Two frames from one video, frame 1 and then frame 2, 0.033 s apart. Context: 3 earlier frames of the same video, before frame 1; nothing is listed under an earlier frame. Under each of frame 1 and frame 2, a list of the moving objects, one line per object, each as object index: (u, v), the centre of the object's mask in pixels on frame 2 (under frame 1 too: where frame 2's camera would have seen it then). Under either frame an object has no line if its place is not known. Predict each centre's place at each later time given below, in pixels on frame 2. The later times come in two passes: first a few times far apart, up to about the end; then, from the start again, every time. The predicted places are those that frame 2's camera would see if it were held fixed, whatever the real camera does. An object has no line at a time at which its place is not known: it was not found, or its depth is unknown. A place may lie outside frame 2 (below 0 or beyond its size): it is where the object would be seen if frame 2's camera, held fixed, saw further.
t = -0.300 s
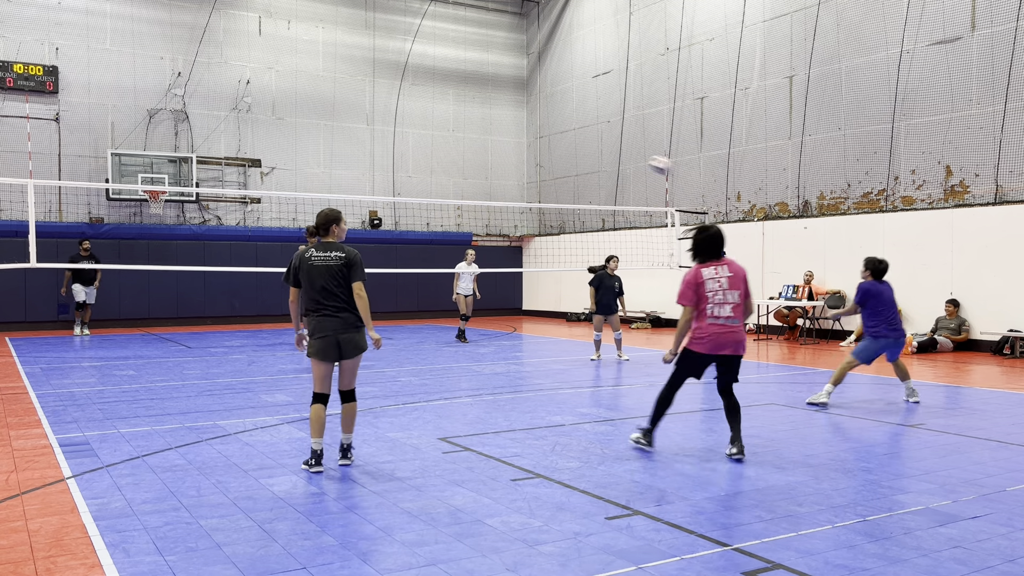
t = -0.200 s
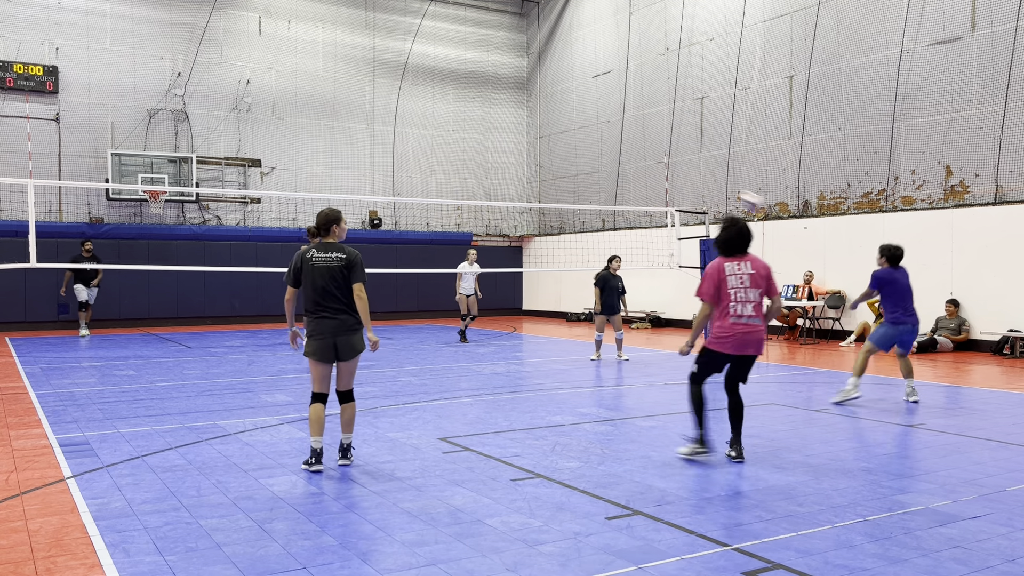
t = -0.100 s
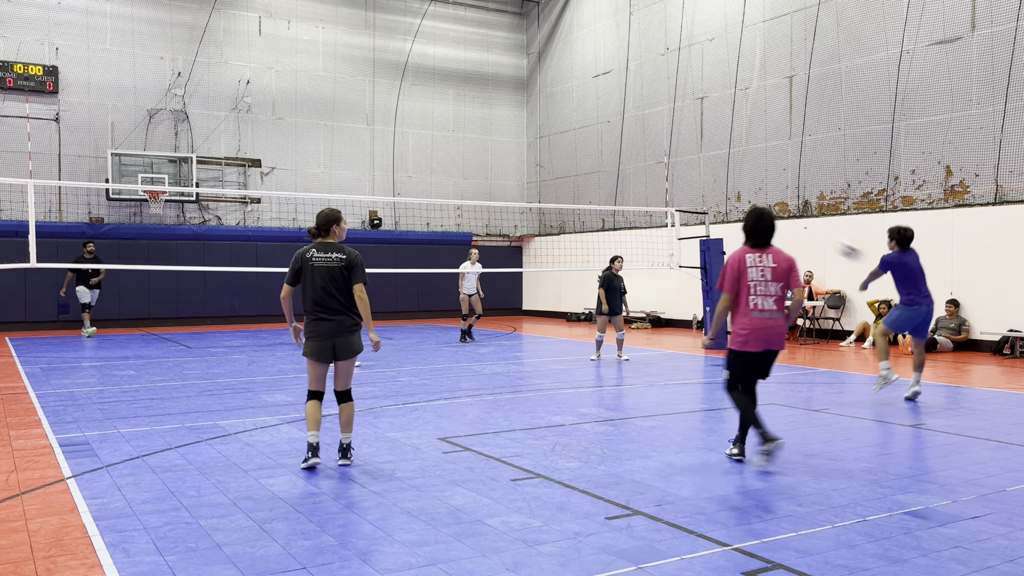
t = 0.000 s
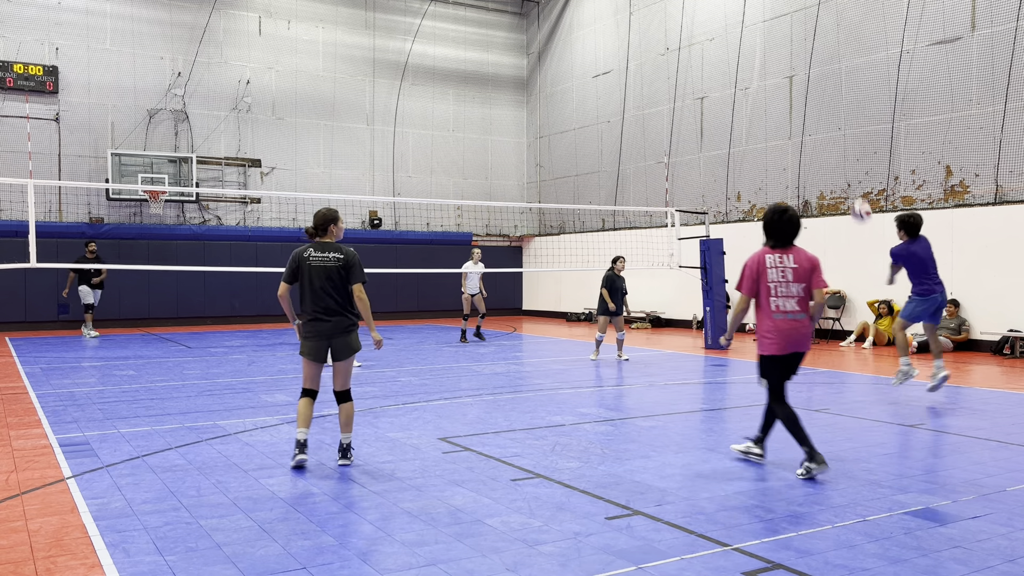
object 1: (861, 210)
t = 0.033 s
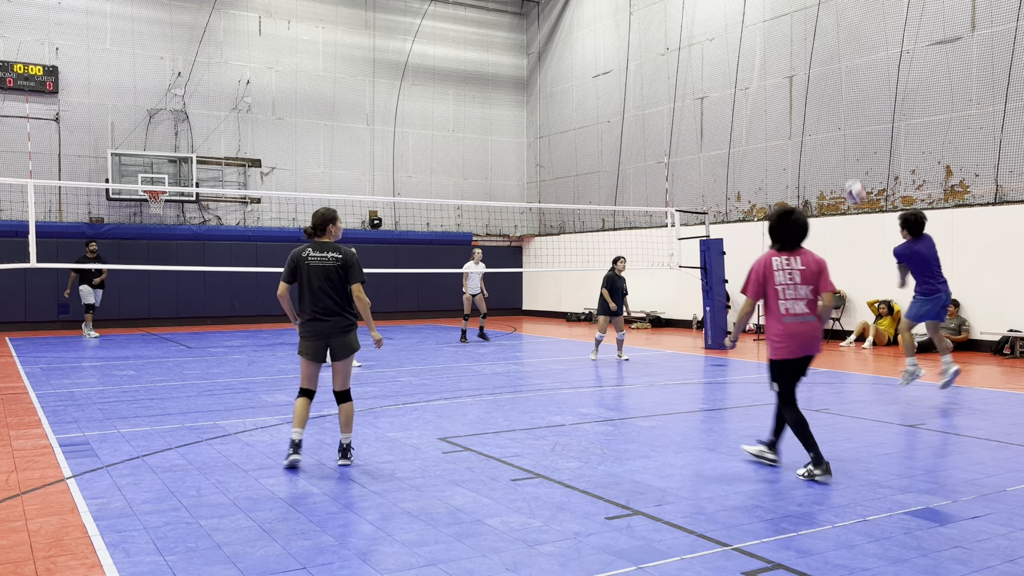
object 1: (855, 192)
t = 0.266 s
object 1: (818, 89)
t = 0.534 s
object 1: (780, 40)
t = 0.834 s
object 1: (741, 59)
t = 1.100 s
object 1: (709, 133)
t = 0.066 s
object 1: (850, 173)
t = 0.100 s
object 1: (843, 155)
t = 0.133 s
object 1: (839, 140)
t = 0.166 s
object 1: (833, 126)
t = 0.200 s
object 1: (827, 113)
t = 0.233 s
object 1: (822, 100)
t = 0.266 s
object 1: (818, 89)
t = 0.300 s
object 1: (813, 79)
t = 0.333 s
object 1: (809, 71)
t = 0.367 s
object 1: (804, 63)
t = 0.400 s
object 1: (799, 57)
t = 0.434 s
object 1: (795, 51)
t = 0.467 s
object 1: (789, 47)
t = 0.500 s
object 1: (784, 43)
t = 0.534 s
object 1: (780, 40)
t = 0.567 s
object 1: (776, 39)
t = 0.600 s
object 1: (771, 39)
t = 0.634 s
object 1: (767, 39)
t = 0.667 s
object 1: (763, 40)
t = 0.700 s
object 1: (758, 42)
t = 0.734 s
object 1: (754, 45)
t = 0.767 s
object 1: (749, 49)
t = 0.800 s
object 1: (745, 54)
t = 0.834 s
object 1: (741, 59)
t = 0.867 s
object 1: (737, 65)
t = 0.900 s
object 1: (733, 72)
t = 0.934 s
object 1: (729, 81)
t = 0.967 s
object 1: (725, 90)
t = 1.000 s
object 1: (721, 99)
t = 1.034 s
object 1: (717, 110)
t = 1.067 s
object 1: (712, 121)
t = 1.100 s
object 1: (709, 133)
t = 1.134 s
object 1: (706, 145)
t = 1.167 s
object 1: (701, 159)
